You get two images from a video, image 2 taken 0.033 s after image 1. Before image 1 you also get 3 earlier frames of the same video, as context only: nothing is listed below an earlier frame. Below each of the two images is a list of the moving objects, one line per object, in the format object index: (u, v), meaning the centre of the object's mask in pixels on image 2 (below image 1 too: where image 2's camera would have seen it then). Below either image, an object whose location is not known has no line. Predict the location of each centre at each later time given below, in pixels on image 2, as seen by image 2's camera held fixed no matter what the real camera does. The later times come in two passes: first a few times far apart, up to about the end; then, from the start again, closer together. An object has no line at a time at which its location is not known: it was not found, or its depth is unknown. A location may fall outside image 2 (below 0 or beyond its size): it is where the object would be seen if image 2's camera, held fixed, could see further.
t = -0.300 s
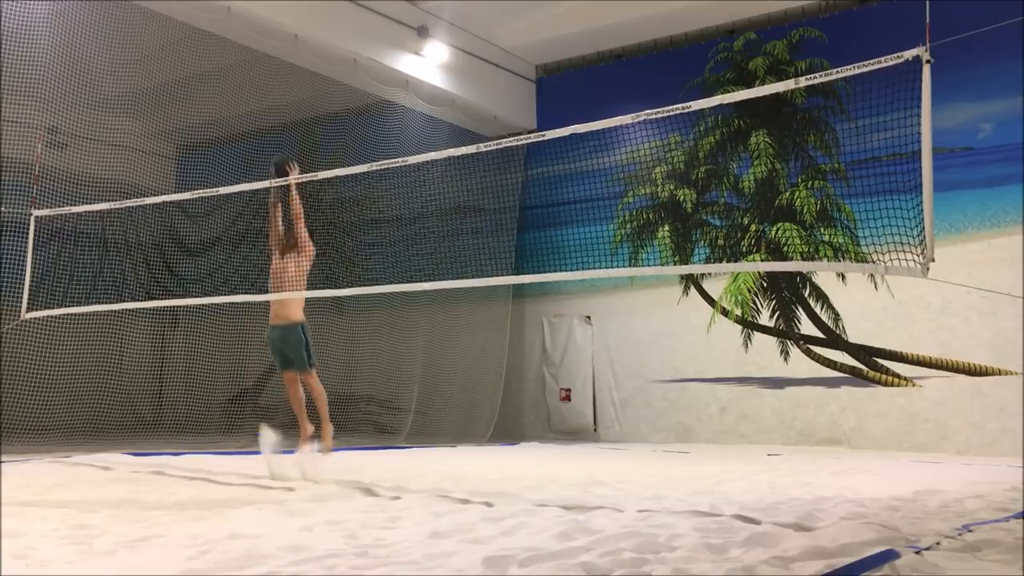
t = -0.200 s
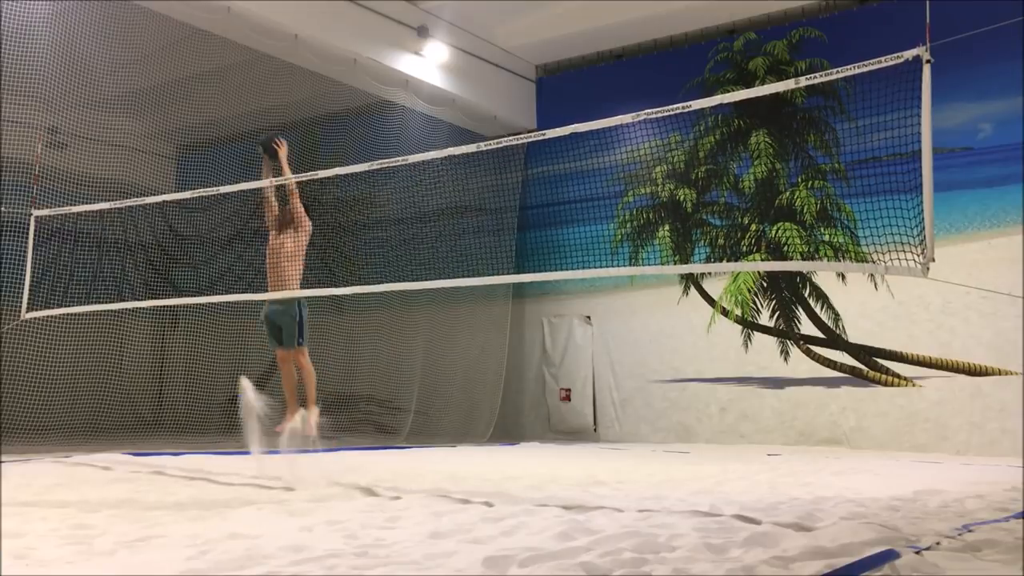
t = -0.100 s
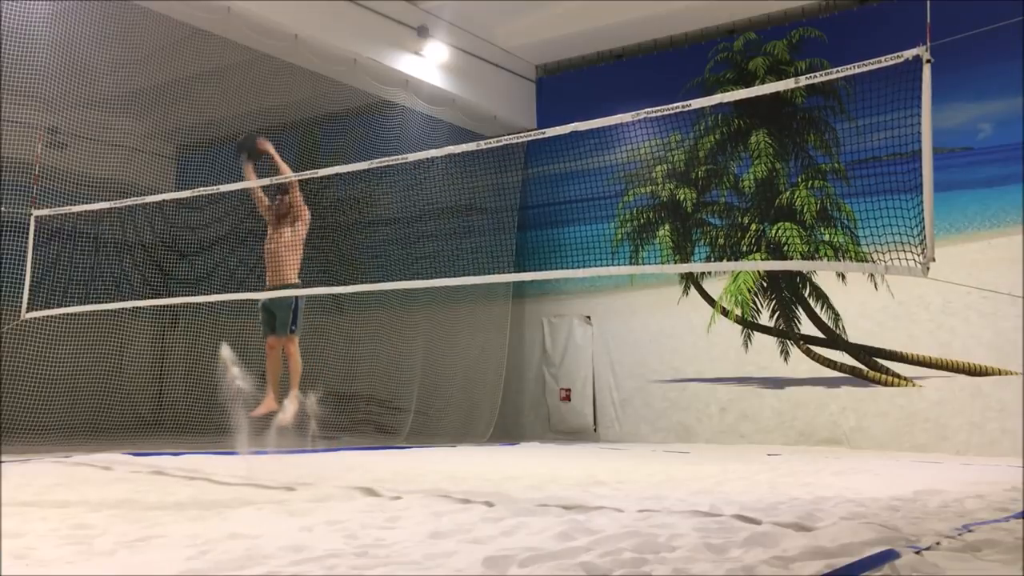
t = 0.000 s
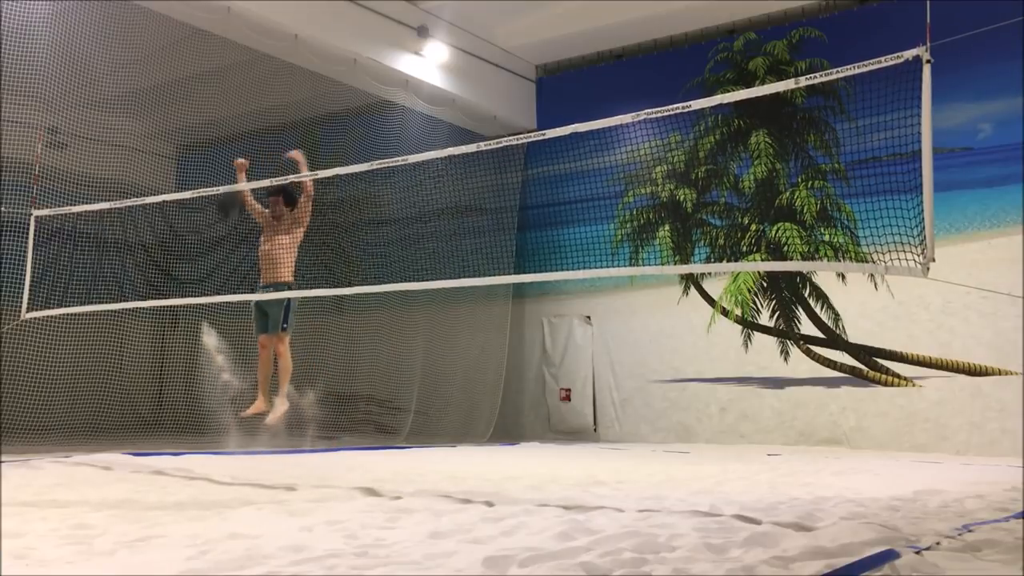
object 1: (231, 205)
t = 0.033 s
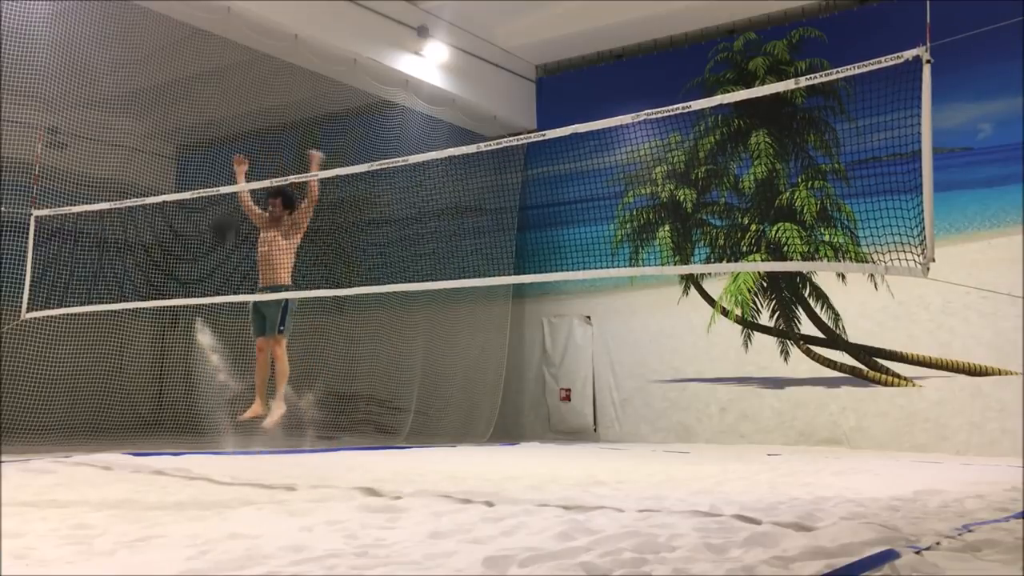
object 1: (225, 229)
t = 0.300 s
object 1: (167, 482)
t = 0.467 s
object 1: (148, 442)
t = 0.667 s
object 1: (119, 440)
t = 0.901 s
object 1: (82, 490)
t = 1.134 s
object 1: (56, 491)
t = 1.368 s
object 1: (31, 495)
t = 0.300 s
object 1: (167, 482)
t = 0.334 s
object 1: (163, 477)
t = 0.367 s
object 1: (160, 465)
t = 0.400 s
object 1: (156, 456)
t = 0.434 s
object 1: (152, 448)
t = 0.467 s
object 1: (148, 442)
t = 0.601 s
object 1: (130, 434)
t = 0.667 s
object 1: (119, 440)
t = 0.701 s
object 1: (114, 447)
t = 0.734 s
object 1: (108, 453)
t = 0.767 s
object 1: (102, 464)
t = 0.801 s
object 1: (96, 475)
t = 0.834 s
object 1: (90, 490)
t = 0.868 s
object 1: (86, 491)
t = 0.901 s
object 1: (82, 490)
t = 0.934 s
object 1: (78, 490)
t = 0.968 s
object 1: (75, 492)
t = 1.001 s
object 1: (71, 493)
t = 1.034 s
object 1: (67, 492)
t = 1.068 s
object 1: (63, 492)
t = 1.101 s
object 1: (59, 491)
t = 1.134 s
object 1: (56, 491)
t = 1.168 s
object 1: (52, 491)
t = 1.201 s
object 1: (49, 492)
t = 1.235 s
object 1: (45, 492)
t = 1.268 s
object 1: (42, 493)
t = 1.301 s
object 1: (38, 493)
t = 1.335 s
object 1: (34, 494)
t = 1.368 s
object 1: (31, 495)
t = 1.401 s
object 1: (27, 496)
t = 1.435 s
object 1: (23, 497)
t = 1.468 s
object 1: (20, 498)
